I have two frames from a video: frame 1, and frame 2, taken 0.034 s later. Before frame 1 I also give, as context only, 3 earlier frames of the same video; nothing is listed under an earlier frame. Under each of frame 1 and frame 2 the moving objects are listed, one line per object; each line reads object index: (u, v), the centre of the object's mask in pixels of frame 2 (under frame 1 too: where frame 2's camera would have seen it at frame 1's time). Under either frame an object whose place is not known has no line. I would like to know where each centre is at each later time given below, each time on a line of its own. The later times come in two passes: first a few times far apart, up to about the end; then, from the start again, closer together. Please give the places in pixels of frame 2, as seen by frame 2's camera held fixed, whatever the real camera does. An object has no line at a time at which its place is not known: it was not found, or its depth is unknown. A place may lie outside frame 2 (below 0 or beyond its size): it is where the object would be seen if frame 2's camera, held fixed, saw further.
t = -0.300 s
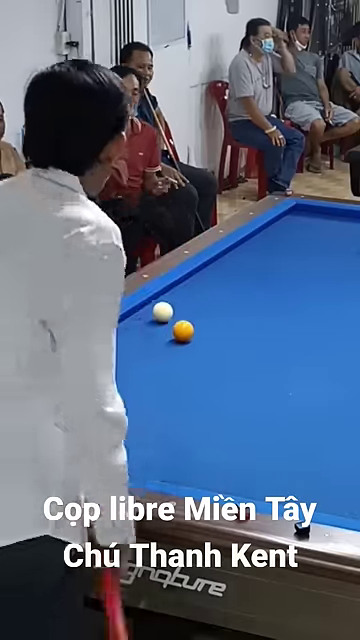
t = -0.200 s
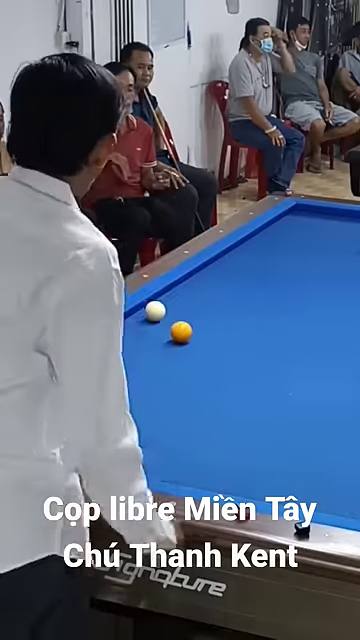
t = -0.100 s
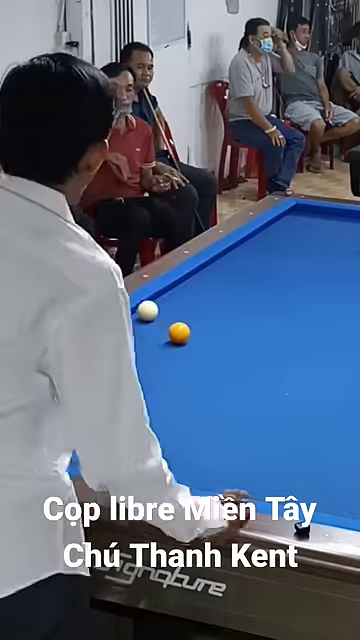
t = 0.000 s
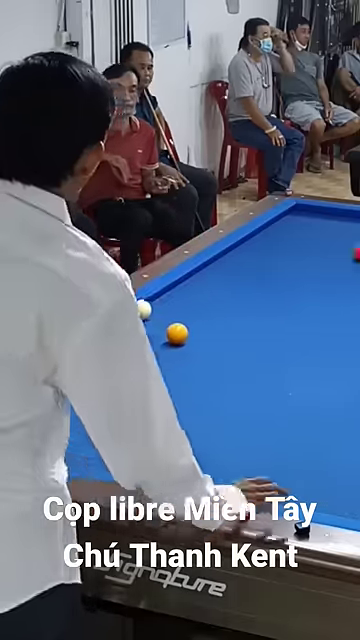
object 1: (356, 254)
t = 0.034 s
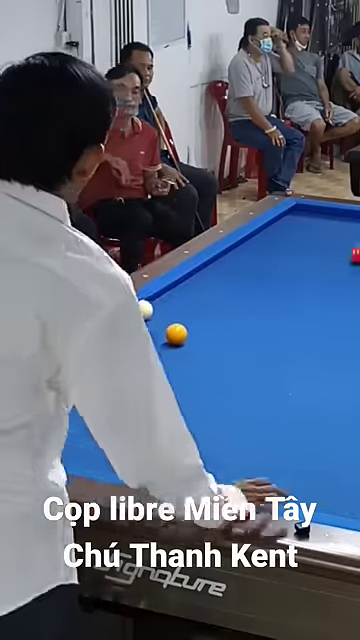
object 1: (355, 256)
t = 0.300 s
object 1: (341, 275)
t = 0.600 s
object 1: (320, 300)
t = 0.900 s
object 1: (298, 326)
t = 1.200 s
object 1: (269, 359)
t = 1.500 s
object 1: (241, 392)
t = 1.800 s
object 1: (210, 430)
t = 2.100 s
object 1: (175, 471)
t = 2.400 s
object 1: (194, 459)
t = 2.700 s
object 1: (216, 441)
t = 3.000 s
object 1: (233, 425)
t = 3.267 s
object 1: (245, 413)
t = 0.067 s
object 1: (354, 259)
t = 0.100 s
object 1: (353, 261)
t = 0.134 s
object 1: (351, 264)
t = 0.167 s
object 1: (349, 266)
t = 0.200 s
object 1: (348, 268)
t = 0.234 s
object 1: (345, 271)
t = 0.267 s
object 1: (343, 274)
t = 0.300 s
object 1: (341, 275)
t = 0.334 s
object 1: (339, 278)
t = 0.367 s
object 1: (336, 281)
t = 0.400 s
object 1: (334, 283)
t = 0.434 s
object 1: (332, 286)
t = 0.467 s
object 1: (329, 290)
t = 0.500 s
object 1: (328, 291)
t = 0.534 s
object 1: (325, 295)
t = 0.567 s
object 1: (322, 298)
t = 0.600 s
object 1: (320, 300)
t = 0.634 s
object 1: (317, 303)
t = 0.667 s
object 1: (314, 307)
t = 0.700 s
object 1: (313, 309)
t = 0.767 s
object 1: (307, 315)
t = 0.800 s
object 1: (305, 317)
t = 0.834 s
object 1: (302, 321)
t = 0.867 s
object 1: (299, 325)
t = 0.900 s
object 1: (298, 326)
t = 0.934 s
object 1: (294, 331)
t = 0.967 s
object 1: (291, 335)
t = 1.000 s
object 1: (289, 336)
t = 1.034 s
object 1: (285, 340)
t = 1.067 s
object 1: (282, 344)
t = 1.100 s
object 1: (278, 348)
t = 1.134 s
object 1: (277, 351)
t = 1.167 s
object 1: (273, 355)
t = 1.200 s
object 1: (269, 359)
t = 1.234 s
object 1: (268, 361)
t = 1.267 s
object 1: (264, 365)
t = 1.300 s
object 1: (260, 370)
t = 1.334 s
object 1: (258, 372)
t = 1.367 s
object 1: (255, 376)
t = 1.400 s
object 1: (251, 381)
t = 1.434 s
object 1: (249, 383)
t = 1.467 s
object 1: (245, 388)
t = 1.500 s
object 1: (241, 392)
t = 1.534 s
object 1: (239, 395)
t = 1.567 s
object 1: (235, 400)
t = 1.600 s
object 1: (231, 405)
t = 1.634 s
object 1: (229, 407)
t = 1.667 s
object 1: (225, 412)
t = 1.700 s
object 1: (221, 417)
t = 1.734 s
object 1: (218, 420)
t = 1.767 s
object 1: (214, 425)
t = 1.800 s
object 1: (210, 430)
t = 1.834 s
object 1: (207, 433)
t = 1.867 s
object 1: (203, 438)
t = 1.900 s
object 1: (198, 444)
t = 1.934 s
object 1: (196, 447)
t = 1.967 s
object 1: (191, 452)
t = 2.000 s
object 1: (187, 458)
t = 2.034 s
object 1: (184, 461)
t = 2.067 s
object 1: (179, 466)
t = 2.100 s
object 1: (175, 471)
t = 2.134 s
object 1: (170, 474)
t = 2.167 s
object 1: (171, 474)
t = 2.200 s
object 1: (176, 472)
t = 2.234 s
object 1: (179, 470)
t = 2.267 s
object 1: (181, 469)
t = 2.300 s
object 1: (185, 465)
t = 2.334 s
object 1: (188, 463)
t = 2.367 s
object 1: (190, 462)
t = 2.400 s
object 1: (194, 459)
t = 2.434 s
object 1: (197, 456)
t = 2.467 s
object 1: (199, 455)
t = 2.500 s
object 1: (202, 452)
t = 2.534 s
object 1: (205, 450)
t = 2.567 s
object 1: (206, 449)
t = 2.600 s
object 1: (209, 446)
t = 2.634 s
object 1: (212, 444)
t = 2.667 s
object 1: (213, 443)
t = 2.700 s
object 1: (216, 441)
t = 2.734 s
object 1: (218, 438)
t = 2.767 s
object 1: (219, 437)
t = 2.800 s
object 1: (222, 435)
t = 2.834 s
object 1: (224, 433)
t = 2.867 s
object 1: (225, 432)
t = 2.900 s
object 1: (228, 430)
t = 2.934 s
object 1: (230, 428)
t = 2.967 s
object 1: (231, 427)
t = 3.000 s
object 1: (233, 425)
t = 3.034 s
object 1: (235, 423)
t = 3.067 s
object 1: (236, 422)
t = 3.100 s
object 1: (238, 420)
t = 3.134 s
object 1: (239, 418)
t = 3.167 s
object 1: (240, 418)
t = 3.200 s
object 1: (242, 416)
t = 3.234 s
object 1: (243, 414)
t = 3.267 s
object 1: (245, 413)
